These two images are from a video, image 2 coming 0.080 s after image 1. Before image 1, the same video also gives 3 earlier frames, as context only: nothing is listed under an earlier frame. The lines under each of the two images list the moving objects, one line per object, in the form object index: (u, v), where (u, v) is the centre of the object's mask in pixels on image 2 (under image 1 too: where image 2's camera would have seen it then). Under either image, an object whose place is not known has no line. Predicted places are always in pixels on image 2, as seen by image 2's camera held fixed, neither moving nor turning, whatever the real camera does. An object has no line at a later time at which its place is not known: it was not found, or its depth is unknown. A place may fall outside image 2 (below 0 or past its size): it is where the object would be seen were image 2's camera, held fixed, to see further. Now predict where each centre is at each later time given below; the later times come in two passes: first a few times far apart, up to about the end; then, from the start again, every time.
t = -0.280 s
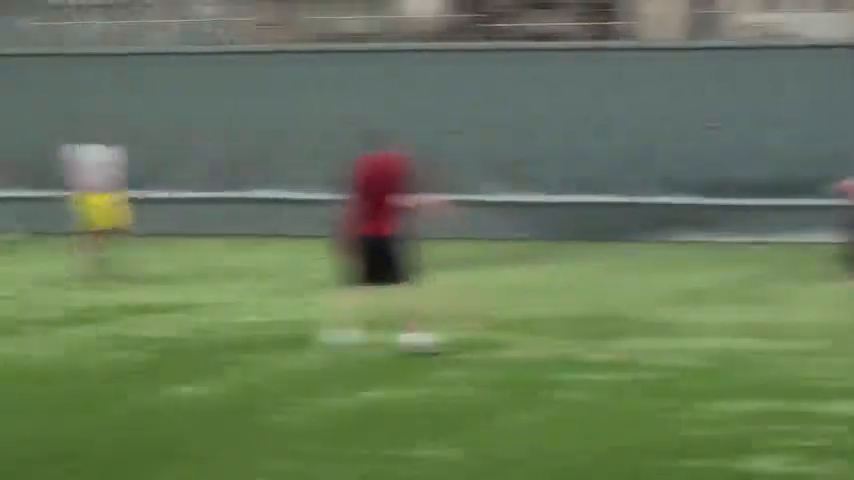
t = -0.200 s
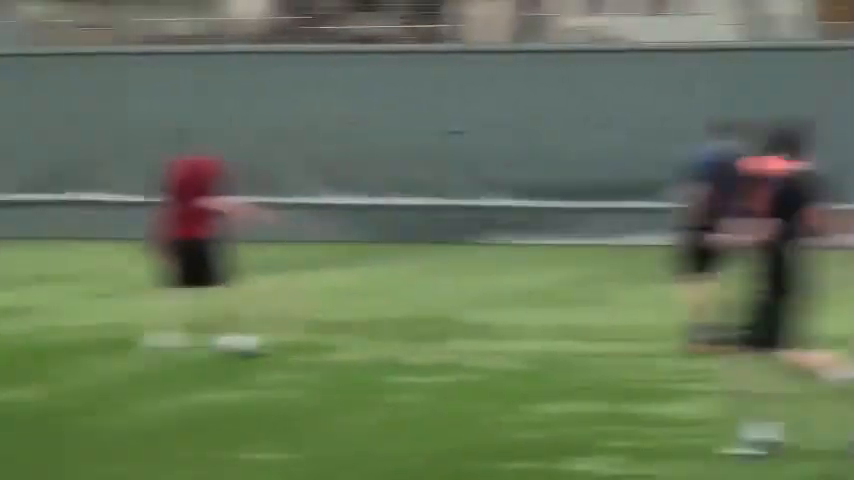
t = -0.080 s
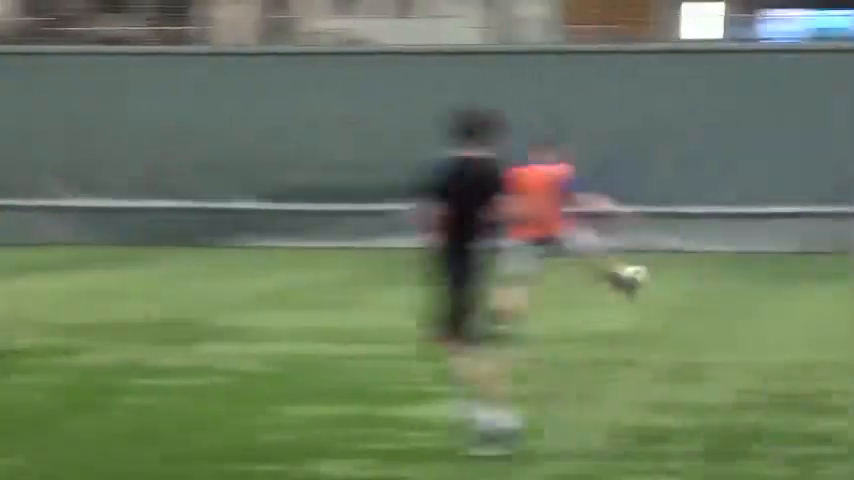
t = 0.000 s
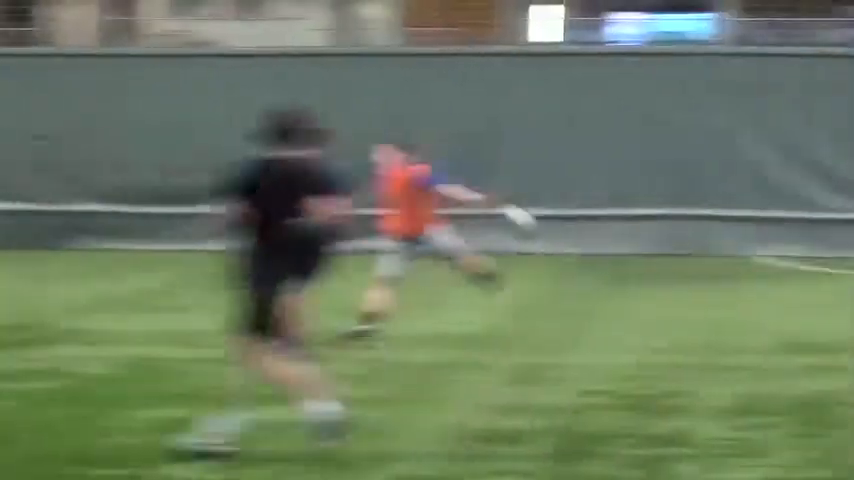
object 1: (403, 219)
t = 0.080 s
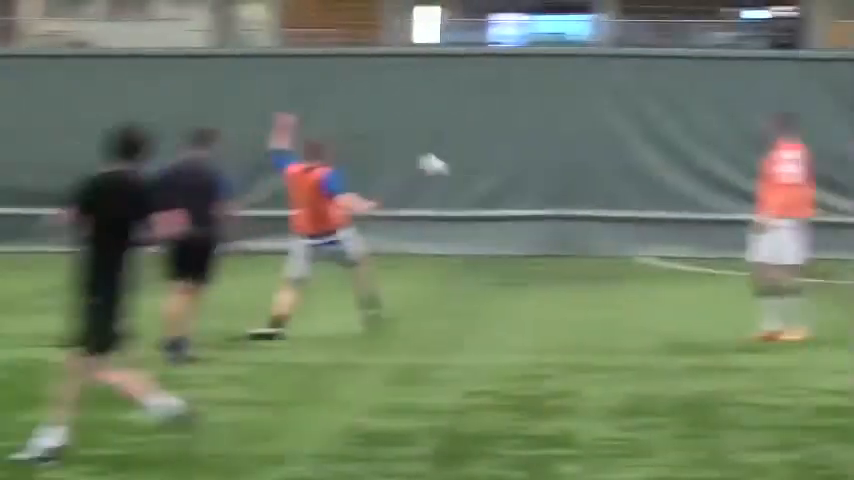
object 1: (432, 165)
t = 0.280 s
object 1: (493, 76)
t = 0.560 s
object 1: (571, 33)
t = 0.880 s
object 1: (640, 68)
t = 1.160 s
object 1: (685, 164)
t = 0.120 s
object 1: (445, 143)
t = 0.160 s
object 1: (458, 122)
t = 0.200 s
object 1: (470, 104)
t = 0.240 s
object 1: (481, 90)
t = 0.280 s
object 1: (493, 76)
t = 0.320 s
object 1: (505, 63)
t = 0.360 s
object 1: (518, 51)
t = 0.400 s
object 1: (528, 43)
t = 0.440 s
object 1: (542, 39)
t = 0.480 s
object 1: (550, 37)
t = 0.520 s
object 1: (564, 35)
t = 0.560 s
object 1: (571, 33)
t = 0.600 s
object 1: (581, 32)
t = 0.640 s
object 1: (590, 33)
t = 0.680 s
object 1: (600, 36)
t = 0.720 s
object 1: (608, 41)
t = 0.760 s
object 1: (617, 44)
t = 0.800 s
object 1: (625, 52)
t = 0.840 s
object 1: (632, 59)
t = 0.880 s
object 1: (640, 68)
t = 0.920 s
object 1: (647, 78)
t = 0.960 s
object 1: (655, 92)
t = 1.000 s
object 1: (661, 105)
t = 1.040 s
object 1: (668, 117)
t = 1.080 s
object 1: (673, 131)
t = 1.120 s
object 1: (679, 147)
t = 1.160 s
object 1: (685, 164)
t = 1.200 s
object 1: (691, 182)
